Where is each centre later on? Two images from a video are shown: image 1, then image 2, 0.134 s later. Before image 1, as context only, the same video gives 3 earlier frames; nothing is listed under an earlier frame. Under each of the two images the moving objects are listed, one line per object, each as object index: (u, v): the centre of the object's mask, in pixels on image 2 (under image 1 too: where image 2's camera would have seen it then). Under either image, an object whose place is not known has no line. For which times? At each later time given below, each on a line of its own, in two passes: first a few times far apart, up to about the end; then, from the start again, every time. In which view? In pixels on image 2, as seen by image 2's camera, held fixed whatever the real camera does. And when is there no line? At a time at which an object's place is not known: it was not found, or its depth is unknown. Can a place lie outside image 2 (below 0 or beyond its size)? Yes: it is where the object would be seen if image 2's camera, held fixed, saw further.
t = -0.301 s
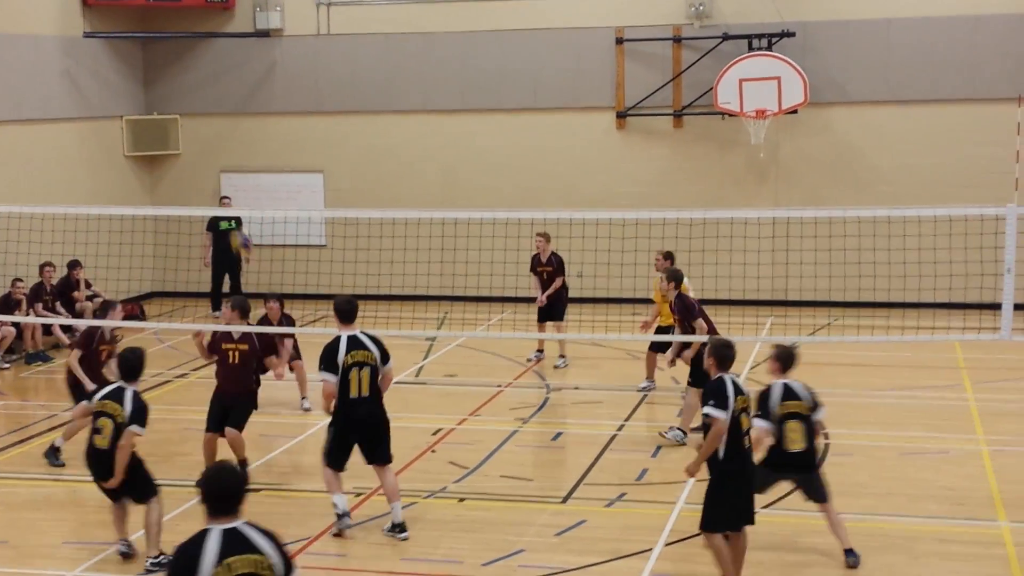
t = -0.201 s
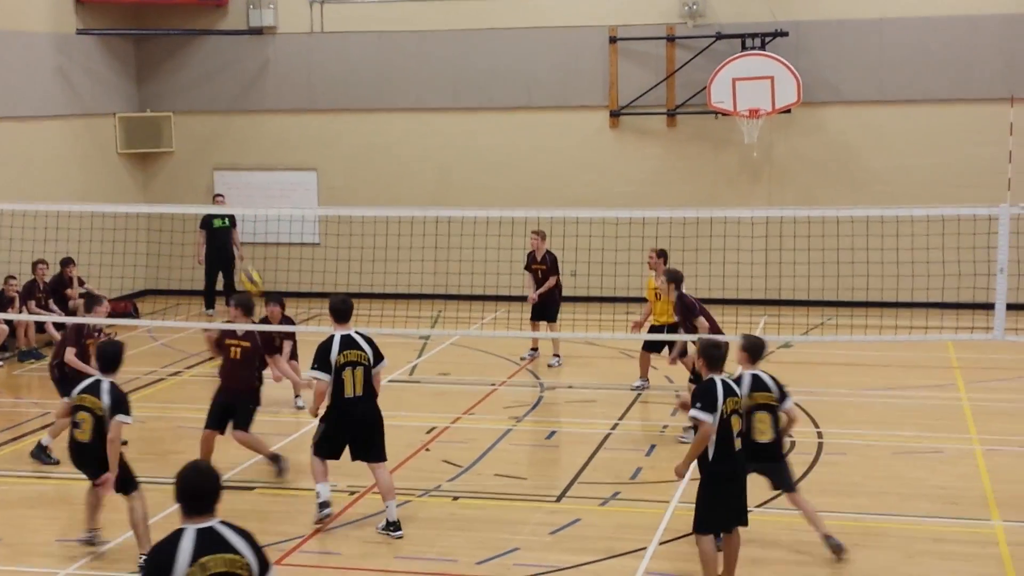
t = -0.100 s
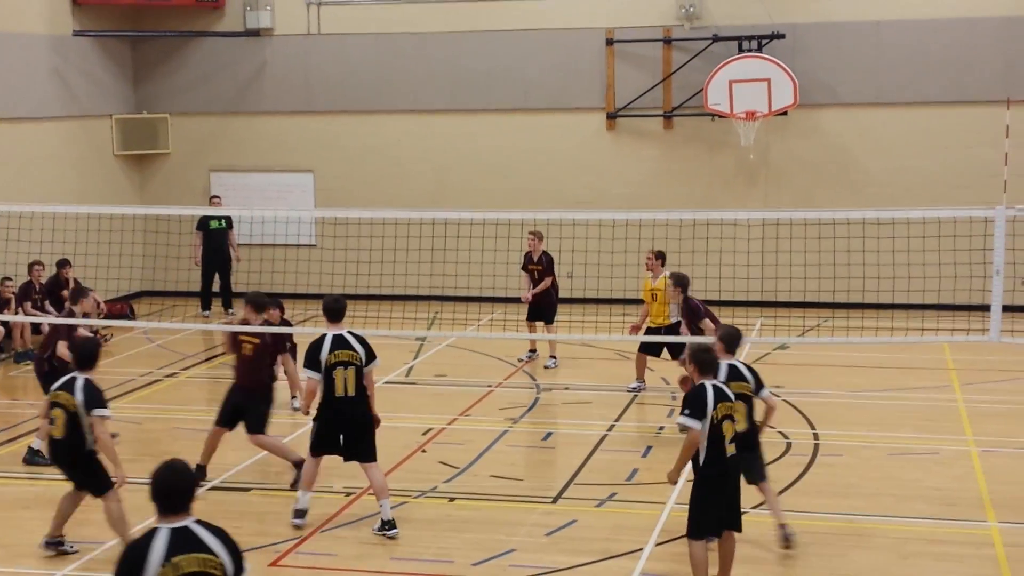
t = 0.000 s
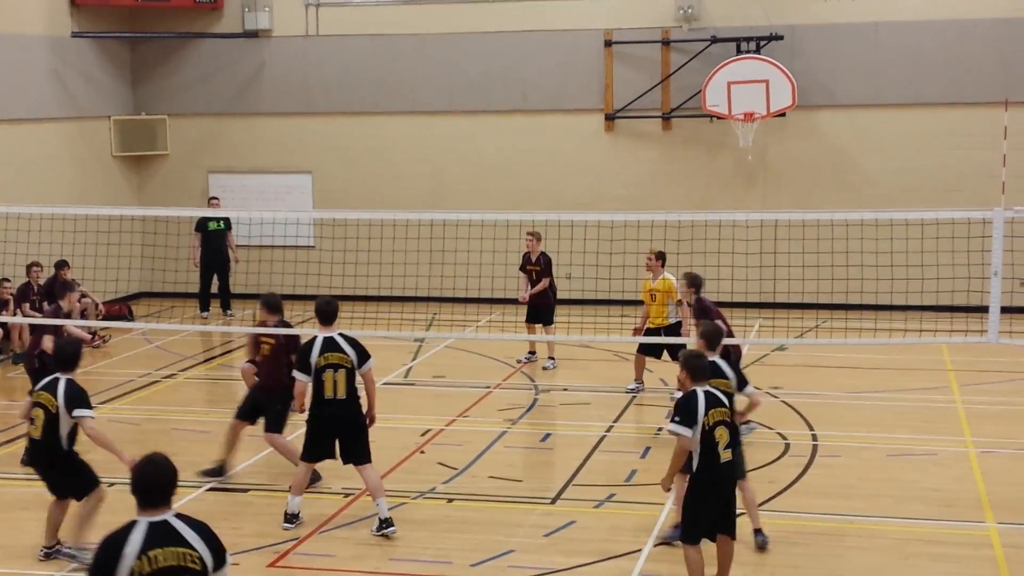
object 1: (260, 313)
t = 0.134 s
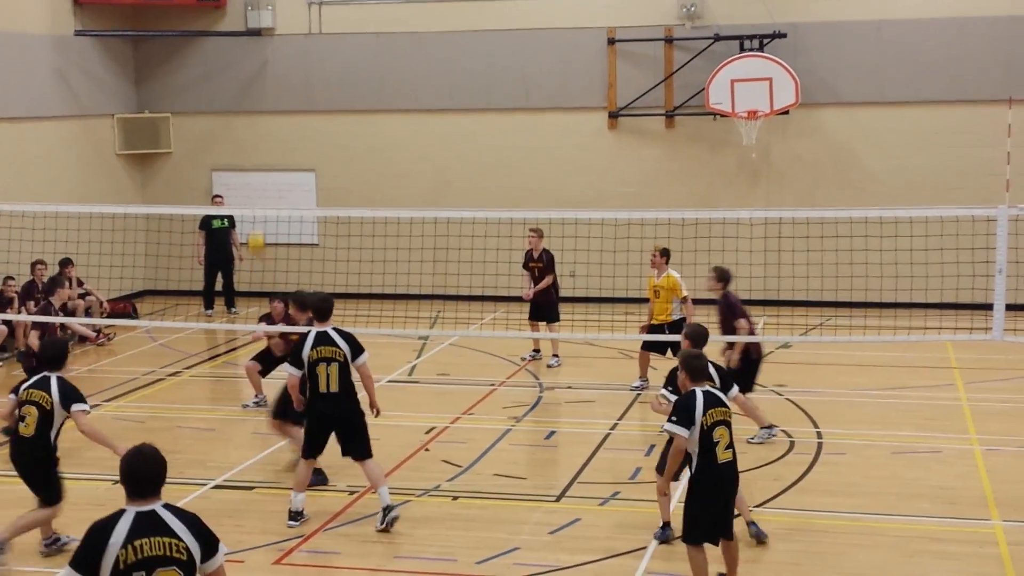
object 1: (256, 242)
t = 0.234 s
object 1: (248, 197)
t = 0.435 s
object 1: (233, 134)
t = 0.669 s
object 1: (214, 107)
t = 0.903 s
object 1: (201, 143)
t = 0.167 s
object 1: (253, 227)
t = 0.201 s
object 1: (250, 219)
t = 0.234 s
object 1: (248, 197)
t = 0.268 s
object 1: (245, 186)
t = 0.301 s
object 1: (242, 173)
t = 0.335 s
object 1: (239, 161)
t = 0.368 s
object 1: (238, 151)
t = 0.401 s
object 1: (235, 142)
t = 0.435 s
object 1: (233, 134)
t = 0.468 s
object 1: (230, 127)
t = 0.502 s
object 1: (228, 122)
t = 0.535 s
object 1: (225, 116)
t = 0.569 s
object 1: (223, 112)
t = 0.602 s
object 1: (221, 110)
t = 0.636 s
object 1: (220, 108)
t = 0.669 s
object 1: (214, 107)
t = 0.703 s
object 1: (213, 109)
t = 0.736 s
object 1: (211, 112)
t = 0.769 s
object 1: (209, 115)
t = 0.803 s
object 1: (206, 120)
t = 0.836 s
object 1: (205, 126)
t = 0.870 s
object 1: (203, 134)
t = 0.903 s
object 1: (201, 143)
